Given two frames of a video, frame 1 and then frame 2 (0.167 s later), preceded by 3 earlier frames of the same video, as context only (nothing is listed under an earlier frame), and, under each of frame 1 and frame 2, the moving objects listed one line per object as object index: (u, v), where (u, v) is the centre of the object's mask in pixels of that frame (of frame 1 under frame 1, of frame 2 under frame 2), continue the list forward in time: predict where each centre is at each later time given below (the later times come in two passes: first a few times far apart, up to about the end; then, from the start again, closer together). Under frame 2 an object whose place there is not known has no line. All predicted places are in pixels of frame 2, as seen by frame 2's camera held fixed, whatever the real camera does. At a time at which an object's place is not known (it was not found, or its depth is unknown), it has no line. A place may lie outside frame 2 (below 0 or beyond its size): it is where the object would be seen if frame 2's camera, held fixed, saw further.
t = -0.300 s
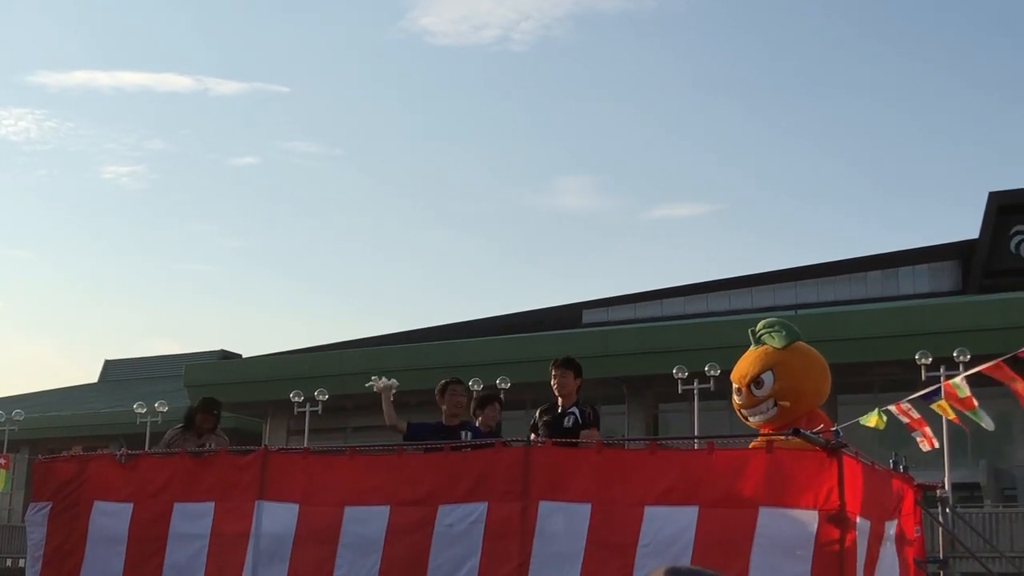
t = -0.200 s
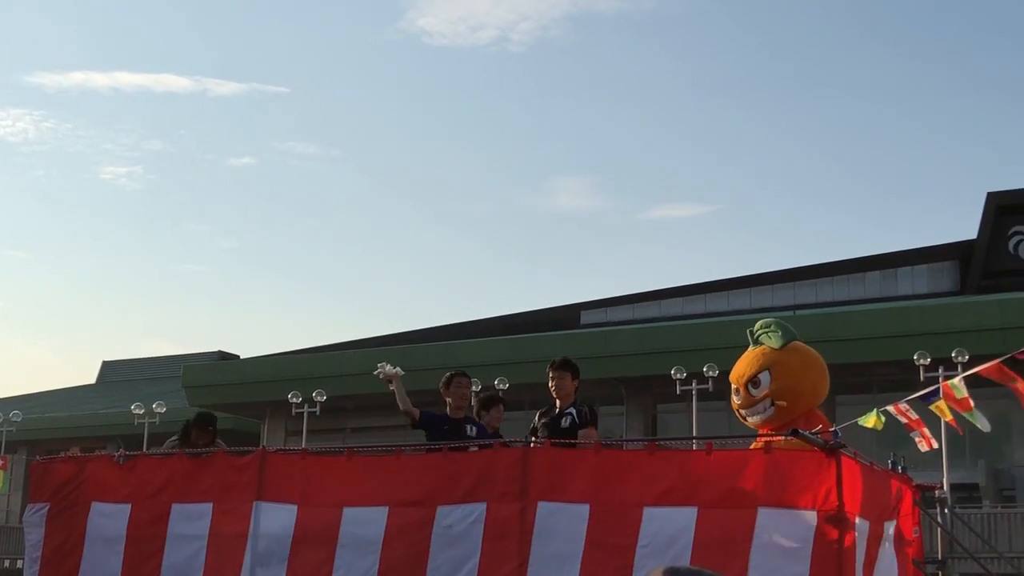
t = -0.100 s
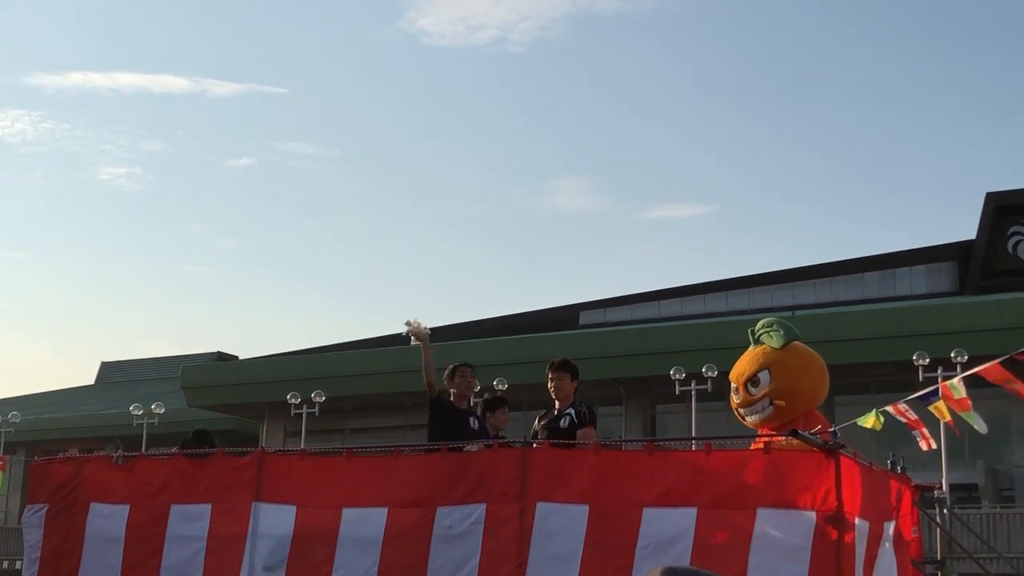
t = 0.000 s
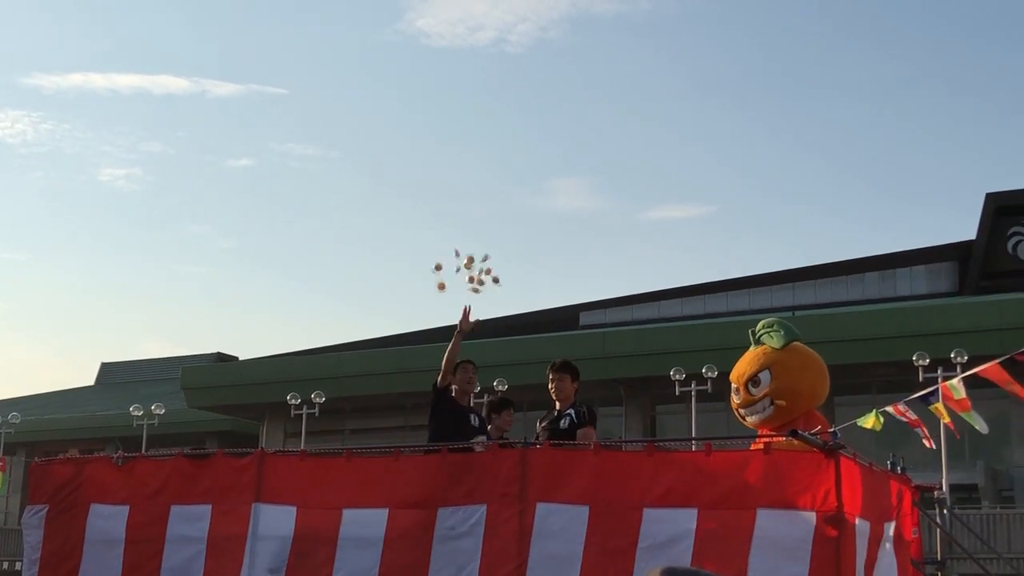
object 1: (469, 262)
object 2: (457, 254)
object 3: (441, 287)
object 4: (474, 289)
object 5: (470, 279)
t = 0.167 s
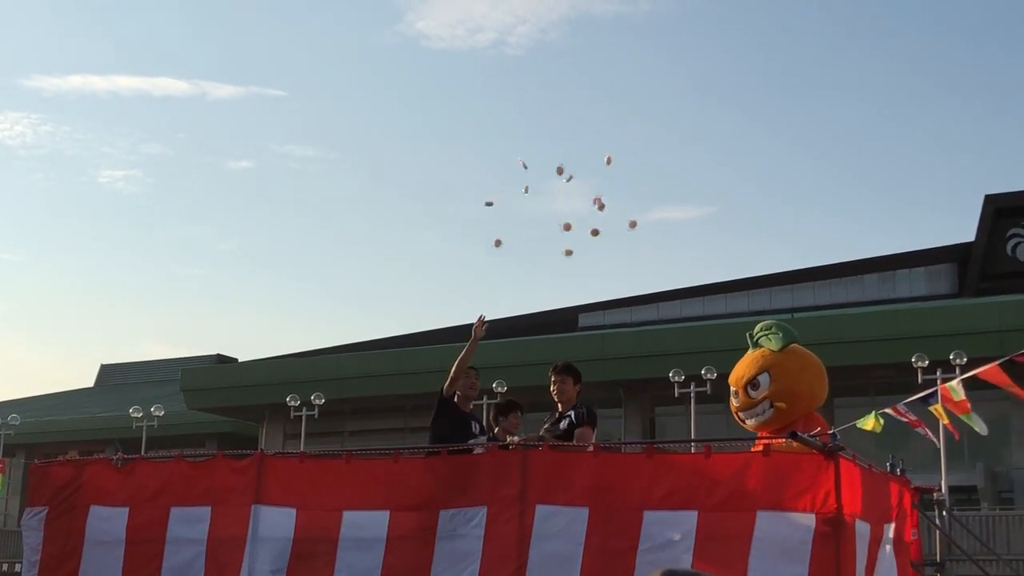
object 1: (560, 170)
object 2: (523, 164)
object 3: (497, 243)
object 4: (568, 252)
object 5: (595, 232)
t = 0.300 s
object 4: (652, 254)
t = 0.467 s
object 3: (612, 275)
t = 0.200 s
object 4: (589, 250)
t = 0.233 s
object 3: (522, 236)
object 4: (609, 250)
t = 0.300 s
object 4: (652, 254)
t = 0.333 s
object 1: (663, 109)
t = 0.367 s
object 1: (686, 102)
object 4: (697, 268)
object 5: (751, 231)
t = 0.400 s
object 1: (710, 96)
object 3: (586, 253)
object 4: (721, 279)
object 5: (781, 238)
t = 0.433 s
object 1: (734, 92)
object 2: (640, 103)
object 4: (745, 291)
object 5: (811, 249)
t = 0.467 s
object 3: (612, 275)
